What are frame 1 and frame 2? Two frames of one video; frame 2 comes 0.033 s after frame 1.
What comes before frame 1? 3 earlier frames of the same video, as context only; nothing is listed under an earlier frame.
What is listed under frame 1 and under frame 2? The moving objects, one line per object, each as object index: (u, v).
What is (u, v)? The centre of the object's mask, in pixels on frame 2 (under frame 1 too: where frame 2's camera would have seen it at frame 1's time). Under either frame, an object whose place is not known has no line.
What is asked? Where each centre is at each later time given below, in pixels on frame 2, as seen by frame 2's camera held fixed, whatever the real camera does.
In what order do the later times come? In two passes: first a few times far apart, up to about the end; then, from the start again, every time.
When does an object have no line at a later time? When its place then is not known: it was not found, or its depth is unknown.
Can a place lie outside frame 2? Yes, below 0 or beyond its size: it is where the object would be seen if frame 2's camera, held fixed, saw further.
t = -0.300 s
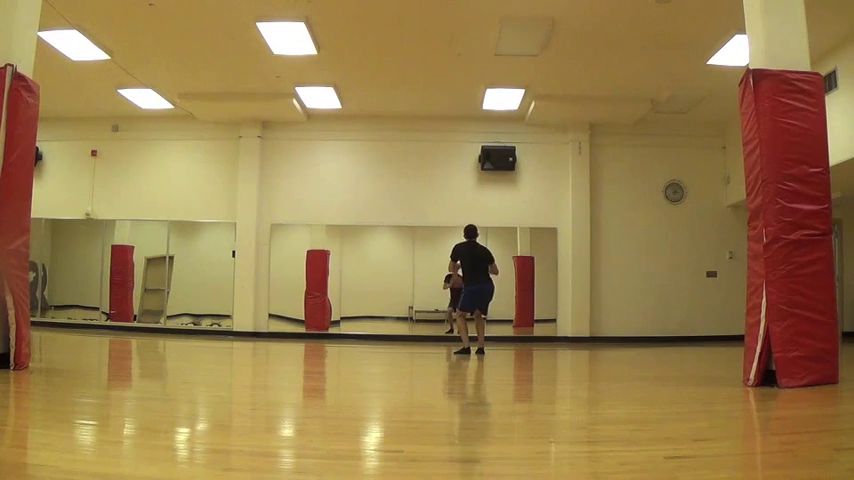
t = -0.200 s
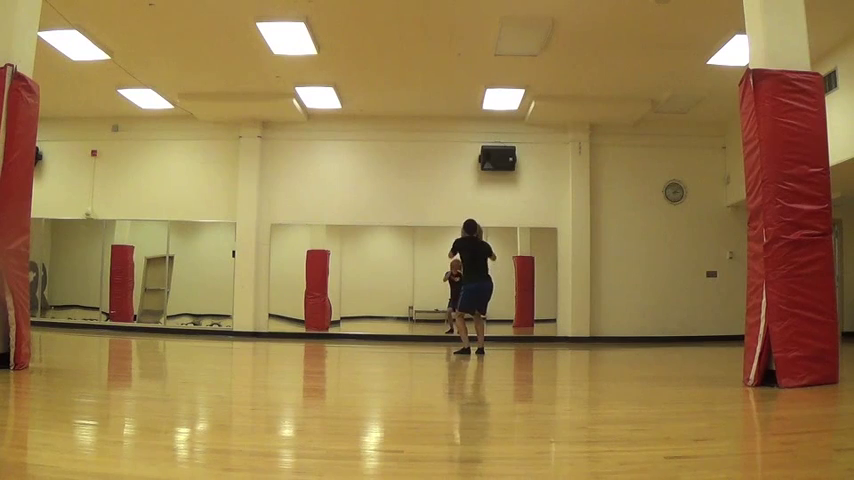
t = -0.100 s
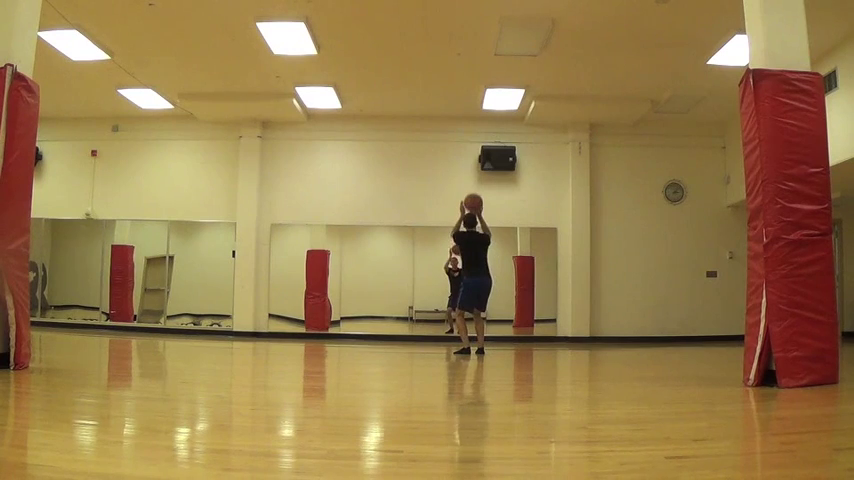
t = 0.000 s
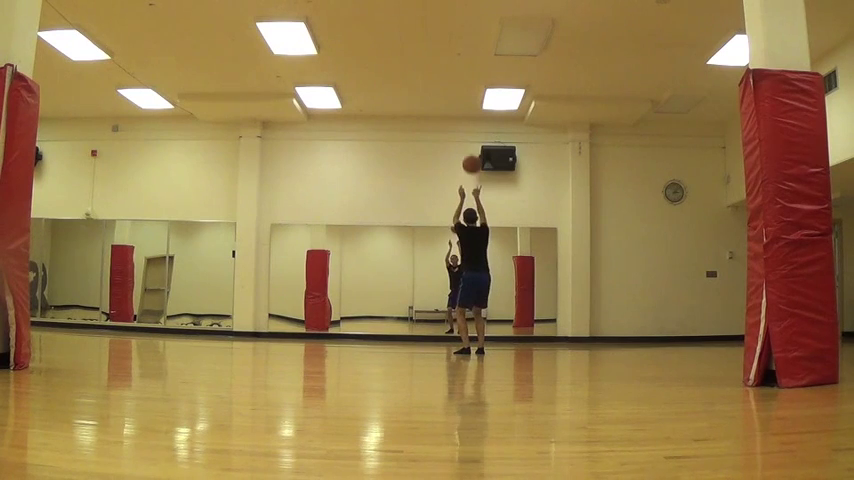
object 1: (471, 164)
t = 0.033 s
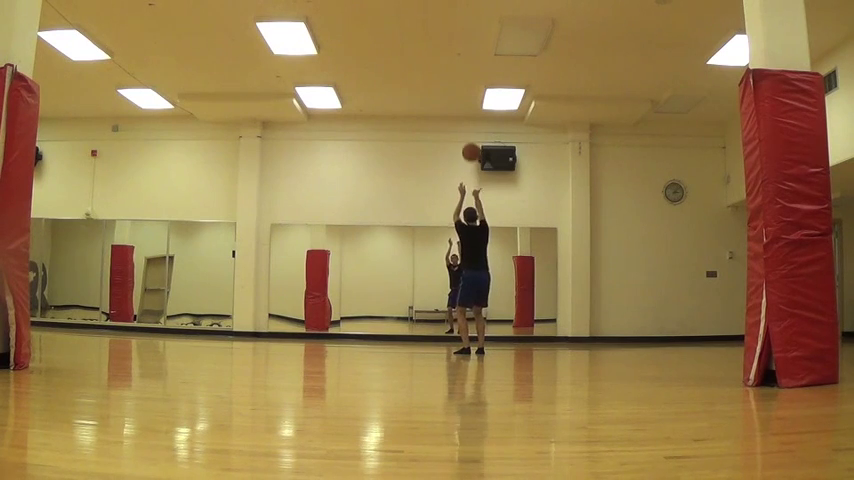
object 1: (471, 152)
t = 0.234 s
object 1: (467, 98)
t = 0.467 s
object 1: (463, 74)
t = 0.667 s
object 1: (459, 84)
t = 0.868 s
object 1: (455, 123)
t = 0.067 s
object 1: (470, 141)
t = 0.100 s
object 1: (470, 130)
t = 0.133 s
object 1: (469, 121)
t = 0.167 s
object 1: (468, 113)
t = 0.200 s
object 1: (468, 105)
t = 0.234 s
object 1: (467, 98)
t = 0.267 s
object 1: (467, 93)
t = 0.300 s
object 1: (466, 87)
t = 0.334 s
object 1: (465, 83)
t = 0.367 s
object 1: (465, 80)
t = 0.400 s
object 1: (464, 77)
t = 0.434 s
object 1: (463, 75)
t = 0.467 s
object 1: (463, 74)
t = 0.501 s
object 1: (462, 74)
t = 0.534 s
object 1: (462, 74)
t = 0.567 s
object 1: (461, 76)
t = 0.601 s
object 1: (460, 78)
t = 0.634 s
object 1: (459, 81)
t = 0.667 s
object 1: (459, 84)
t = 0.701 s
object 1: (458, 89)
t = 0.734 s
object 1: (458, 94)
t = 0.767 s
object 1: (457, 100)
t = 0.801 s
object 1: (456, 107)
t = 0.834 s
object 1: (456, 115)
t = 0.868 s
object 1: (455, 123)
